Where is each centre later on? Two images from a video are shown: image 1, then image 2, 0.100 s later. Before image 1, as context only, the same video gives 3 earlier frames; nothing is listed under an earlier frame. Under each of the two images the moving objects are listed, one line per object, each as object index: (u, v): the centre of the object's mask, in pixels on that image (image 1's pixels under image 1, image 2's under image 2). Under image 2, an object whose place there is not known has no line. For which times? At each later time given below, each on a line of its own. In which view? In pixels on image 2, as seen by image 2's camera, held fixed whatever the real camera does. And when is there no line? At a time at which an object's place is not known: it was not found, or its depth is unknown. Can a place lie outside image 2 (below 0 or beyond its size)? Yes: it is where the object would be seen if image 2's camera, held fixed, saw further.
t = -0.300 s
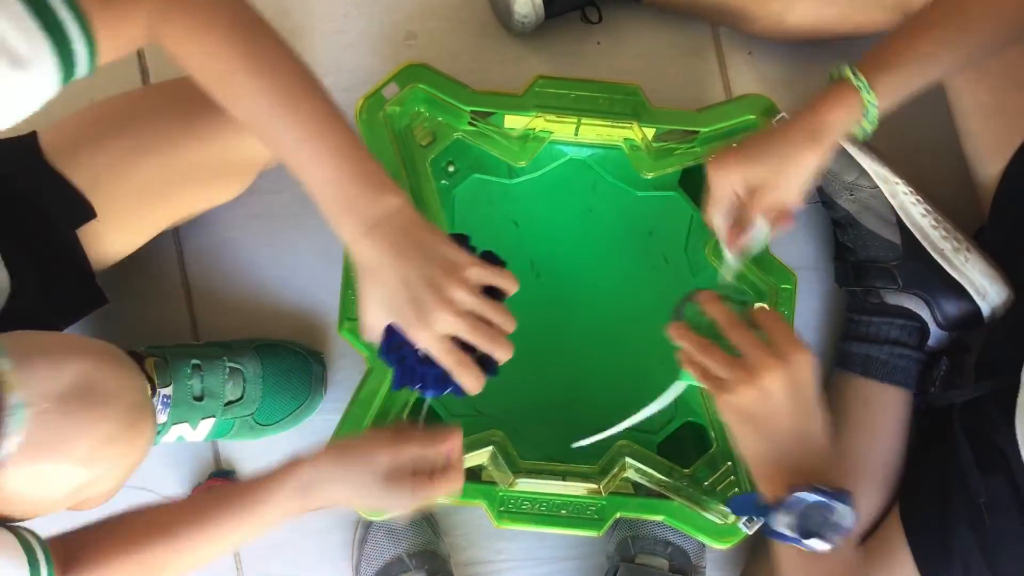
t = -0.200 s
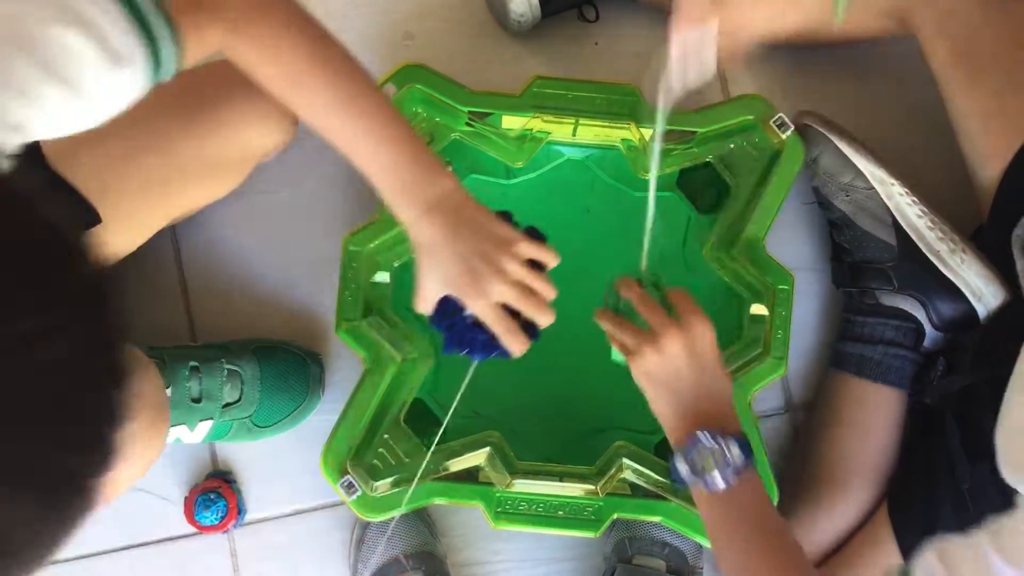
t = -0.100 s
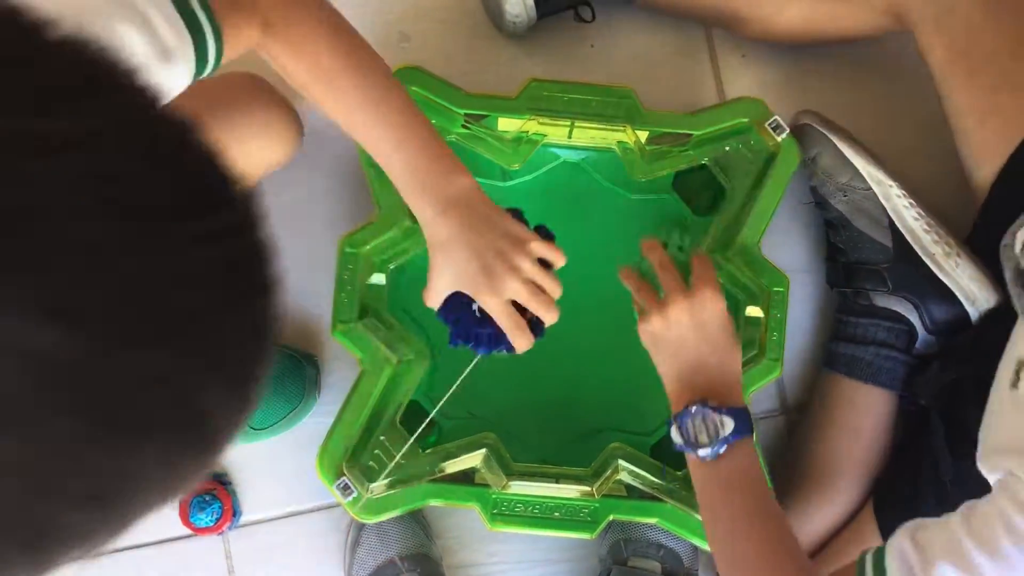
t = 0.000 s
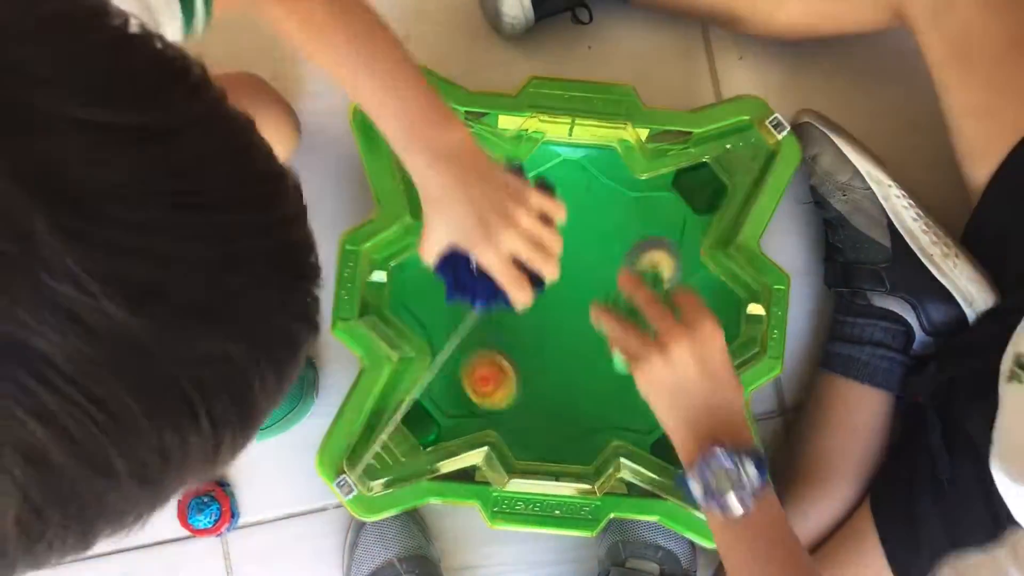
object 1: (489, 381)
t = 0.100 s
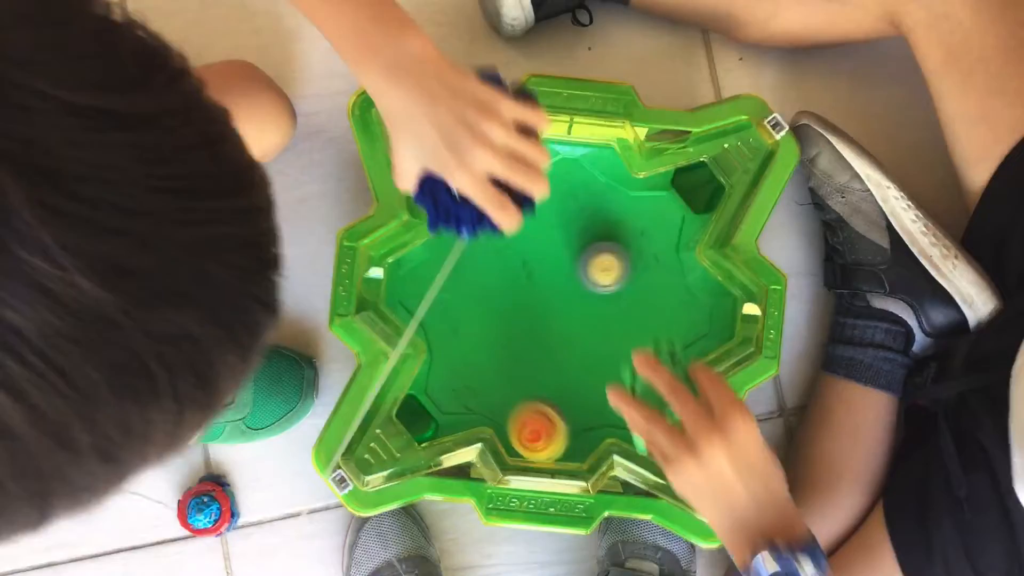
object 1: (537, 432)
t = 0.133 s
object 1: (552, 442)
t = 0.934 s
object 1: (511, 318)
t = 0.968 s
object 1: (517, 335)
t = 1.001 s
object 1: (525, 350)
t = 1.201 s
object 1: (610, 393)
